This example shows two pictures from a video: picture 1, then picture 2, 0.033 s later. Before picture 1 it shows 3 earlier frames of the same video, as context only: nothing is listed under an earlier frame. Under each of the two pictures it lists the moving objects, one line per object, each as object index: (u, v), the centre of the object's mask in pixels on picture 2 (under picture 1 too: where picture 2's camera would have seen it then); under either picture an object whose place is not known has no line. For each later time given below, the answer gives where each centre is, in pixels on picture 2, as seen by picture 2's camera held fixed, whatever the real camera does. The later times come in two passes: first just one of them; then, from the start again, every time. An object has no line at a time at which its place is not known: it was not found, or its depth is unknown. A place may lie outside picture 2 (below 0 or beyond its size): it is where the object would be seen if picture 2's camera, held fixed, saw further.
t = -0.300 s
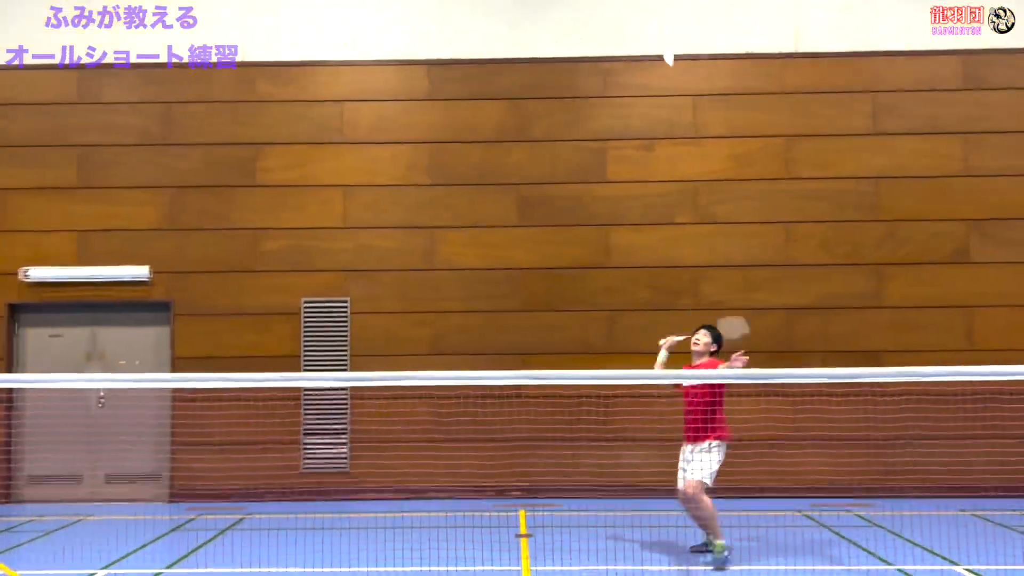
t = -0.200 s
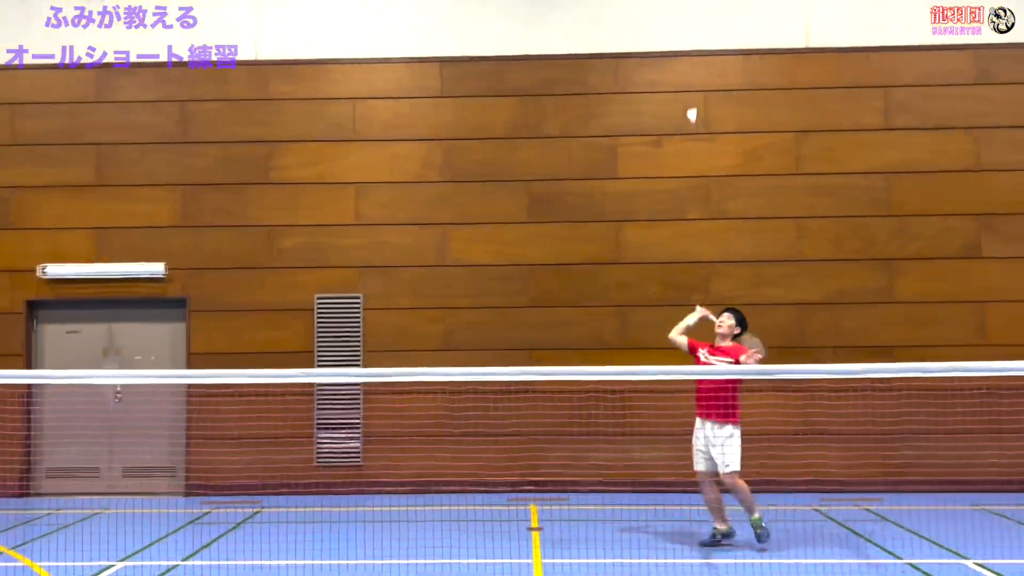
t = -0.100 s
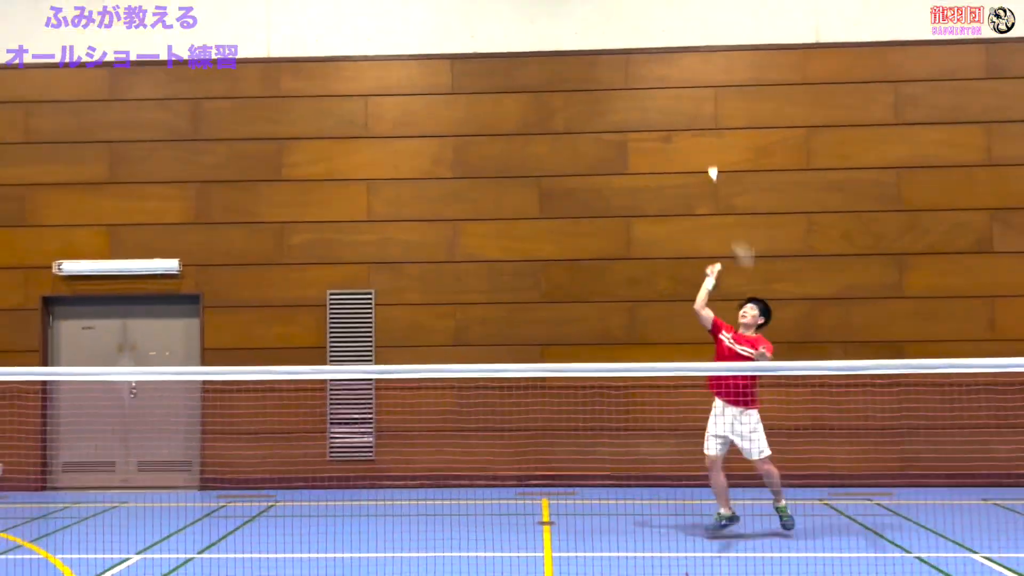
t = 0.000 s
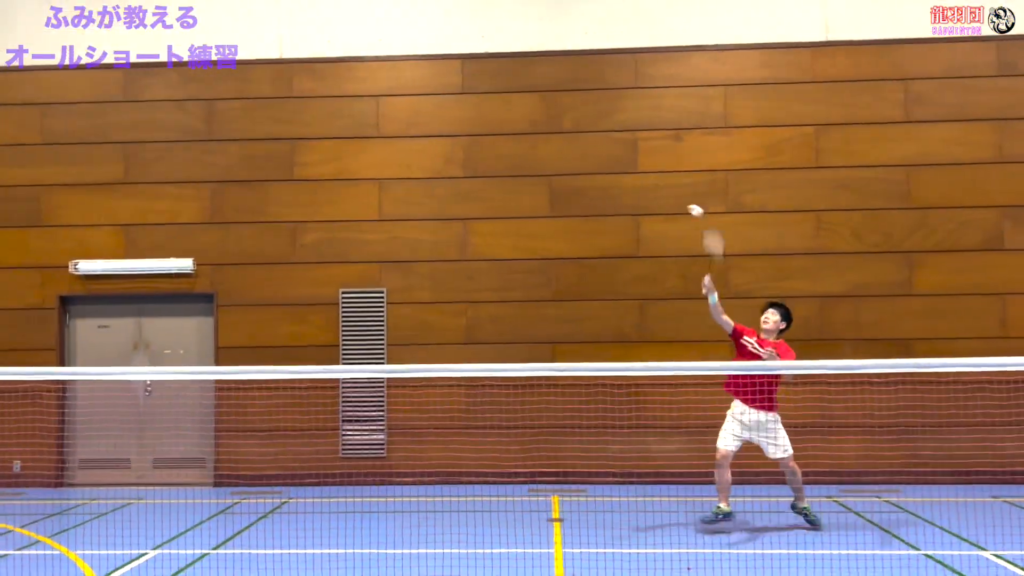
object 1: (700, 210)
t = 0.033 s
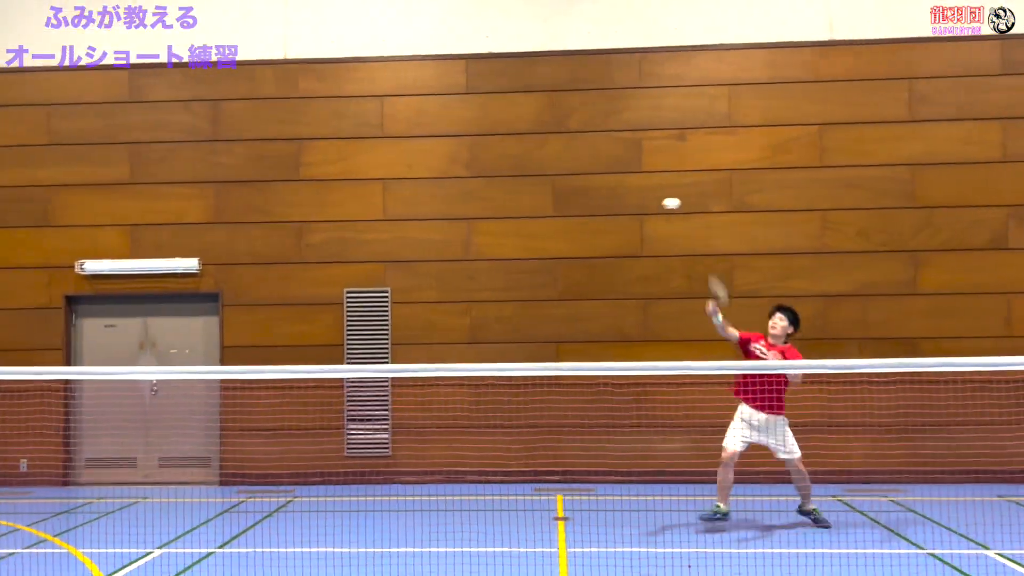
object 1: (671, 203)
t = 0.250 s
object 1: (438, 240)
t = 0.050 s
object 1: (656, 203)
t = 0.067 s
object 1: (641, 203)
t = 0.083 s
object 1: (626, 204)
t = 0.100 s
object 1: (609, 205)
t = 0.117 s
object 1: (593, 207)
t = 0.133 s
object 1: (576, 208)
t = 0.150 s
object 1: (559, 211)
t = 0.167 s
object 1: (541, 213)
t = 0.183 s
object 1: (522, 217)
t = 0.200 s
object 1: (503, 222)
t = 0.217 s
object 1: (482, 227)
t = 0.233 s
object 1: (460, 233)
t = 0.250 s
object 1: (438, 240)
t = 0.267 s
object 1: (415, 248)
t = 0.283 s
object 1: (390, 257)
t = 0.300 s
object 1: (366, 268)
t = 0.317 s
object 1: (339, 279)
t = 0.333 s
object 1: (312, 293)
